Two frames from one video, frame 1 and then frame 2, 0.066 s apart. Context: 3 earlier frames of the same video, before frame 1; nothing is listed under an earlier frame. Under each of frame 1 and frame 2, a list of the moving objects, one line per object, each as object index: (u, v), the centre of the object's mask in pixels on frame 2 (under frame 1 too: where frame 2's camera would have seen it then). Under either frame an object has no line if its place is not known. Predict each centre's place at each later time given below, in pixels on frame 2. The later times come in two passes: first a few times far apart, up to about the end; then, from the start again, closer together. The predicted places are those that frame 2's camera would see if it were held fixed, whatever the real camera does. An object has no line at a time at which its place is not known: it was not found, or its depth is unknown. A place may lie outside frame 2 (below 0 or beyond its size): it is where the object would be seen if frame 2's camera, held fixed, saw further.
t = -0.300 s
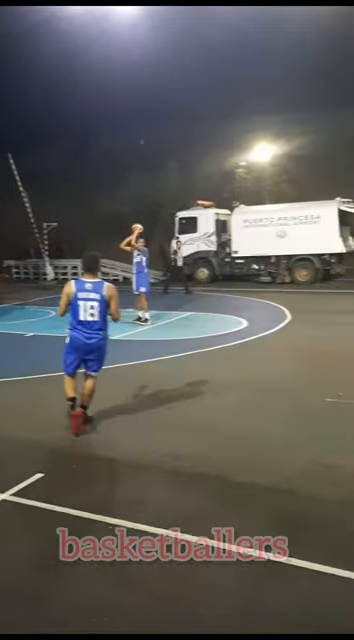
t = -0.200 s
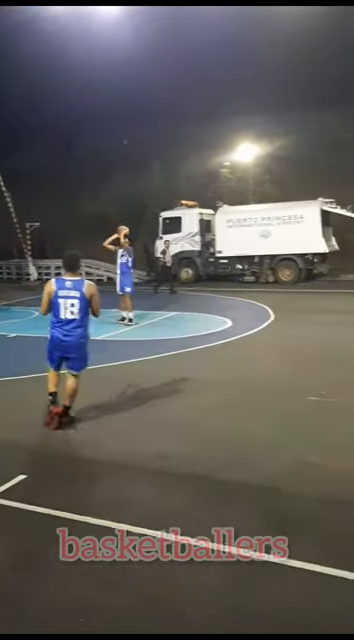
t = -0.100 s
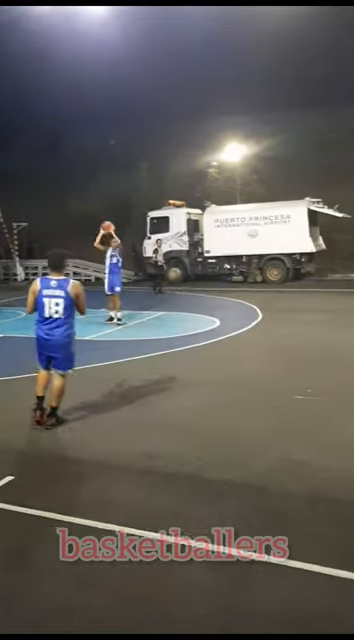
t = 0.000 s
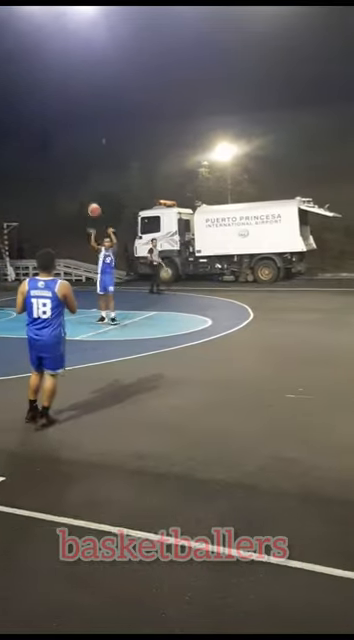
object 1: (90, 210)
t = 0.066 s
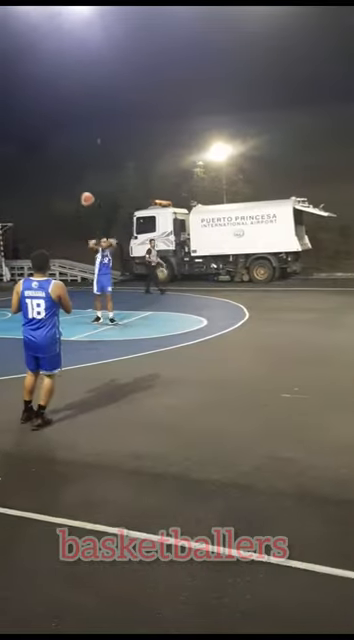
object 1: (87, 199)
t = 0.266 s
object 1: (80, 173)
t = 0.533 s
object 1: (72, 178)
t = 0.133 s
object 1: (84, 188)
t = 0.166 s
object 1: (83, 184)
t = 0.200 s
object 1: (82, 180)
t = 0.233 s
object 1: (81, 176)
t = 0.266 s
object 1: (80, 173)
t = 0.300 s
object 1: (79, 172)
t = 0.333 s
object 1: (78, 170)
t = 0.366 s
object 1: (77, 170)
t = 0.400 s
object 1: (76, 170)
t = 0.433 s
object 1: (75, 170)
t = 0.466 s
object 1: (75, 172)
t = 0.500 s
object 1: (74, 174)
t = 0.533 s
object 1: (72, 178)
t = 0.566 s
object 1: (70, 182)
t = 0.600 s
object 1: (69, 187)
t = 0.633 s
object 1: (68, 194)
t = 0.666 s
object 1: (66, 201)
